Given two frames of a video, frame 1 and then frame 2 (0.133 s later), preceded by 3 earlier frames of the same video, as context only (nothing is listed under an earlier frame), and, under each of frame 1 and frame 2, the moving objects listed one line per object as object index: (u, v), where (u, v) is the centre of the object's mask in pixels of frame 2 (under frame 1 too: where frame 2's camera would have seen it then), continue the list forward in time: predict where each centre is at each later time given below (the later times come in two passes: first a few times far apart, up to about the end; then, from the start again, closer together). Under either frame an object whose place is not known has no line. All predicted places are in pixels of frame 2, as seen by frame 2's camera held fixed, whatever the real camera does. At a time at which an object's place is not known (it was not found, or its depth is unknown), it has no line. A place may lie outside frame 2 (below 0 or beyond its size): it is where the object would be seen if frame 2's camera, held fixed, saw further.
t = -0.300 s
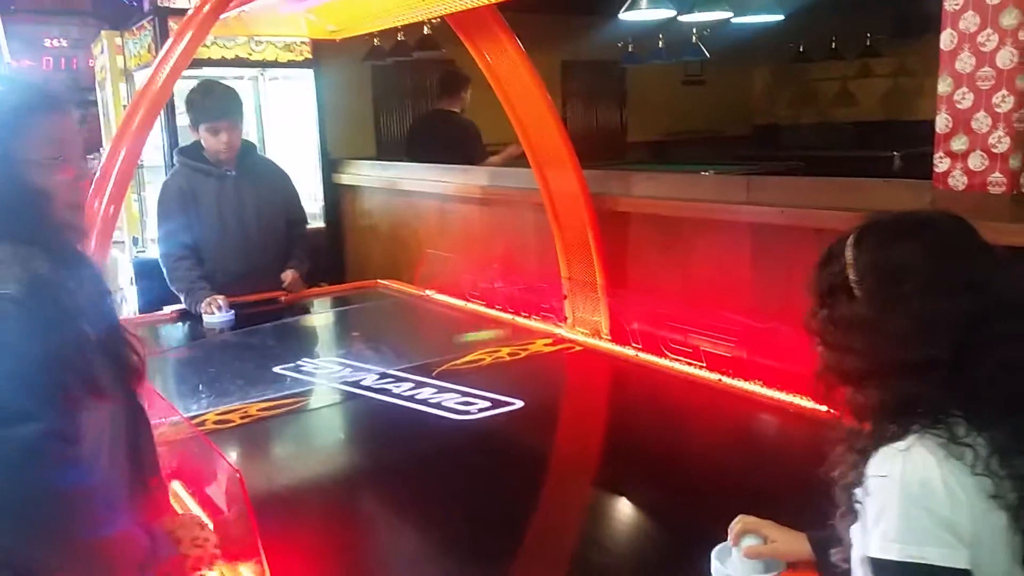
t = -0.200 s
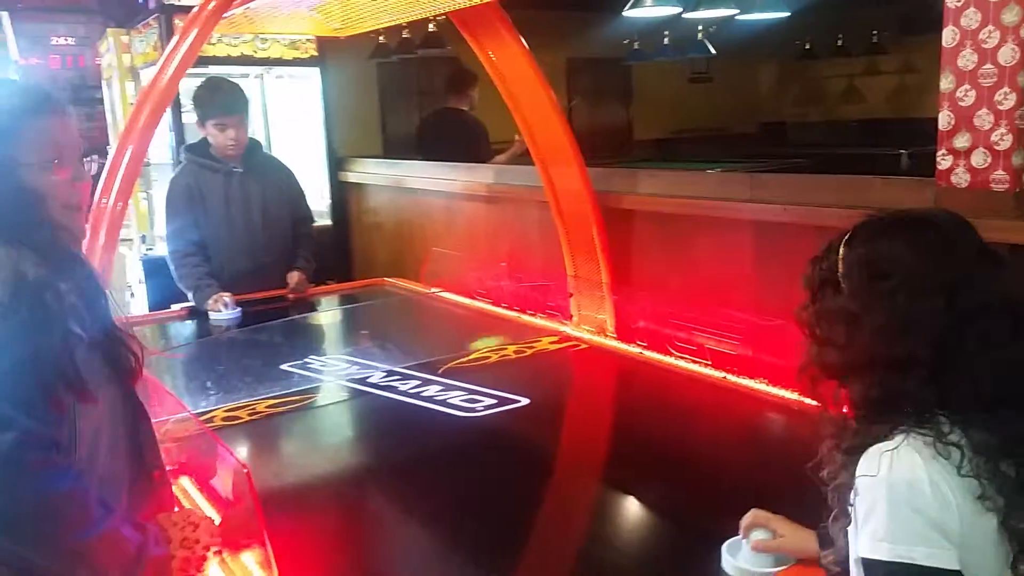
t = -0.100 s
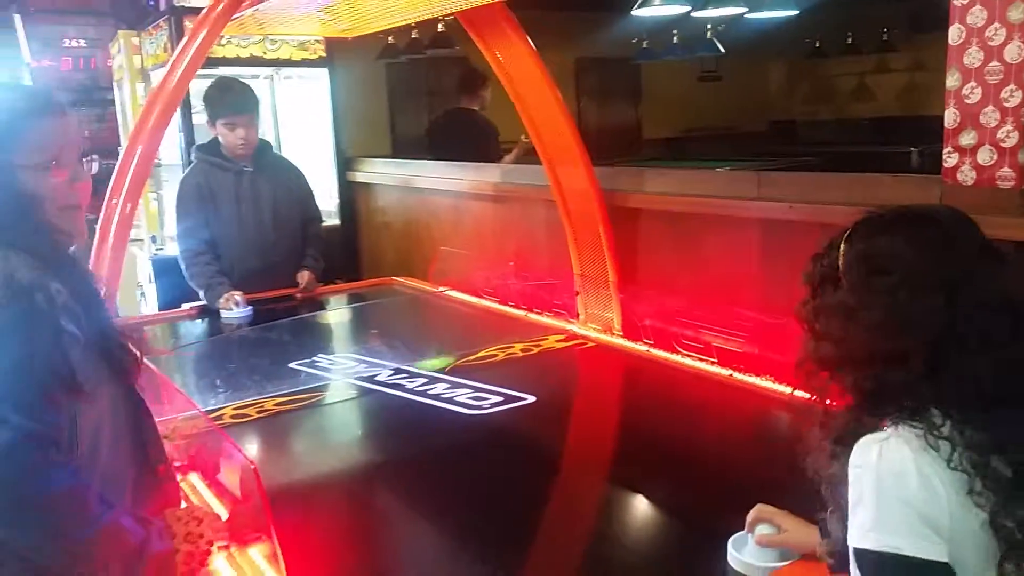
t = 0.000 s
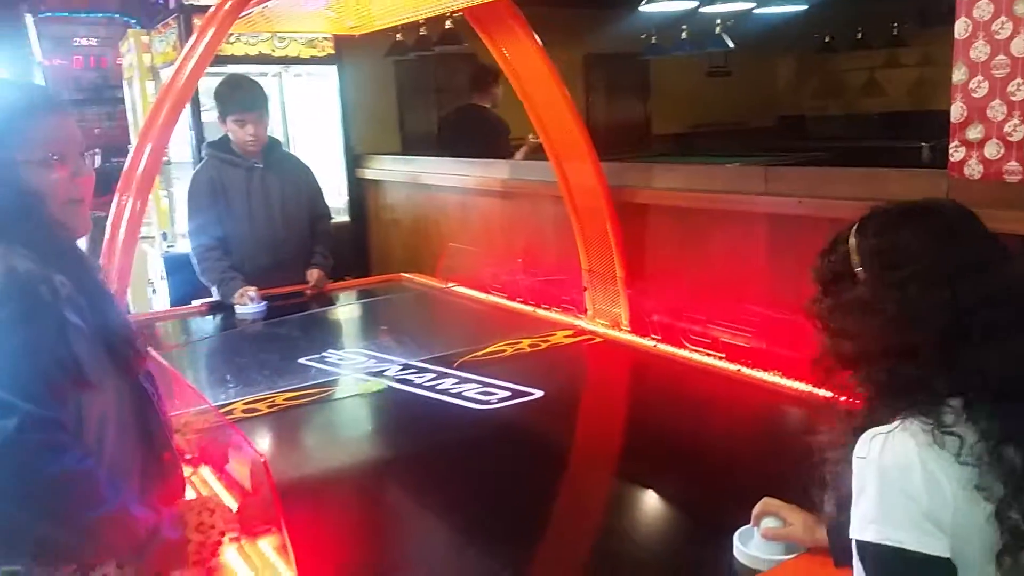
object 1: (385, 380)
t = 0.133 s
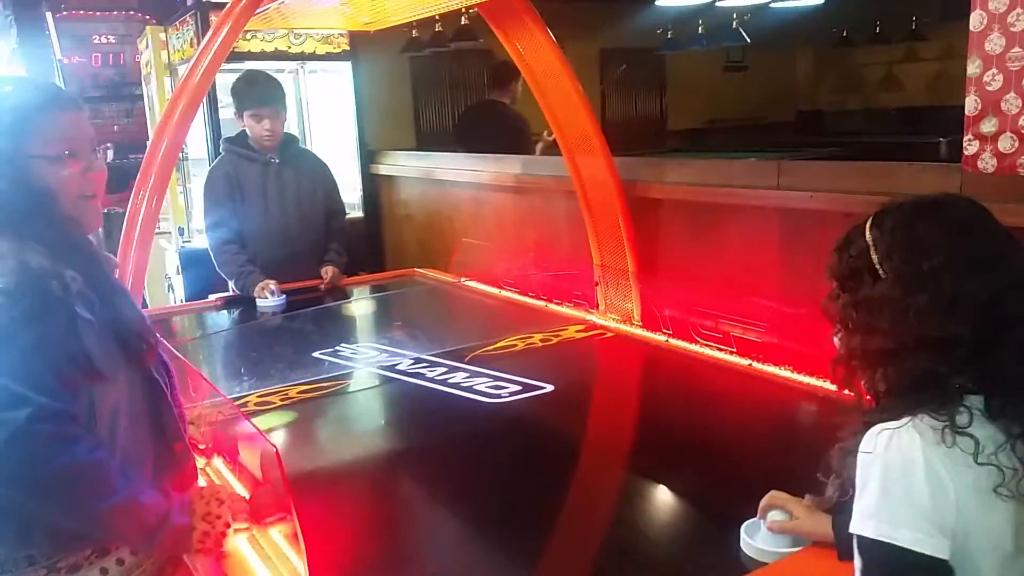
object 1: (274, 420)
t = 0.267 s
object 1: (304, 424)
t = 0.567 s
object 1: (541, 380)
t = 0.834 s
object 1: (651, 364)
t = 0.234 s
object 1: (280, 428)
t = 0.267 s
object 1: (304, 424)
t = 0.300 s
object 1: (328, 420)
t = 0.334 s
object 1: (357, 415)
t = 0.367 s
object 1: (388, 408)
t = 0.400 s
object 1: (413, 404)
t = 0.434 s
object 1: (437, 401)
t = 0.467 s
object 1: (461, 396)
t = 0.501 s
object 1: (490, 390)
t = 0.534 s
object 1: (518, 385)
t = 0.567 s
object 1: (541, 380)
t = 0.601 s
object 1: (564, 376)
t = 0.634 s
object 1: (585, 373)
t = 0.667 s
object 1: (607, 370)
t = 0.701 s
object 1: (629, 366)
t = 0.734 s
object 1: (650, 362)
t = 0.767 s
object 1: (669, 359)
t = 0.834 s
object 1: (651, 364)
